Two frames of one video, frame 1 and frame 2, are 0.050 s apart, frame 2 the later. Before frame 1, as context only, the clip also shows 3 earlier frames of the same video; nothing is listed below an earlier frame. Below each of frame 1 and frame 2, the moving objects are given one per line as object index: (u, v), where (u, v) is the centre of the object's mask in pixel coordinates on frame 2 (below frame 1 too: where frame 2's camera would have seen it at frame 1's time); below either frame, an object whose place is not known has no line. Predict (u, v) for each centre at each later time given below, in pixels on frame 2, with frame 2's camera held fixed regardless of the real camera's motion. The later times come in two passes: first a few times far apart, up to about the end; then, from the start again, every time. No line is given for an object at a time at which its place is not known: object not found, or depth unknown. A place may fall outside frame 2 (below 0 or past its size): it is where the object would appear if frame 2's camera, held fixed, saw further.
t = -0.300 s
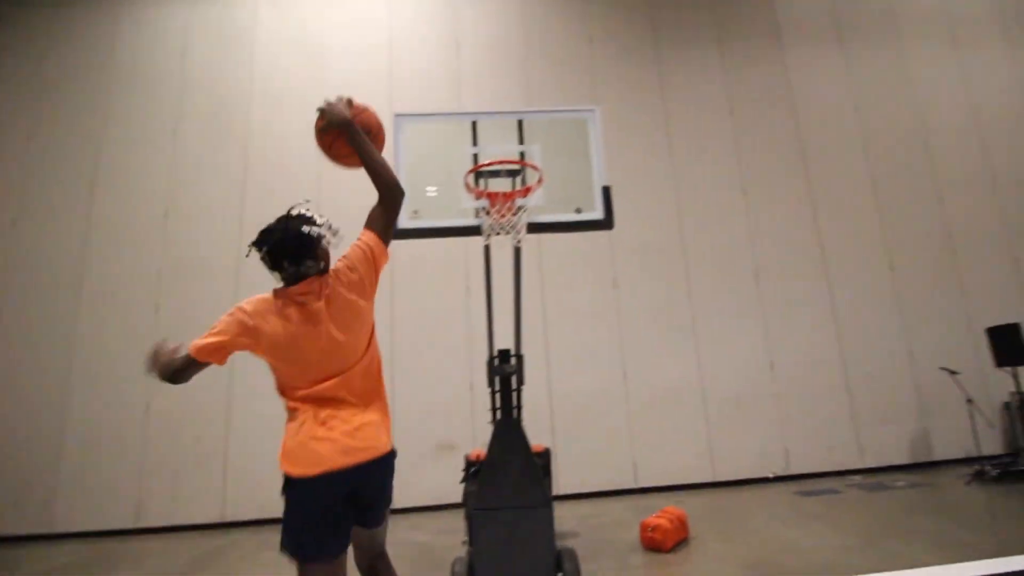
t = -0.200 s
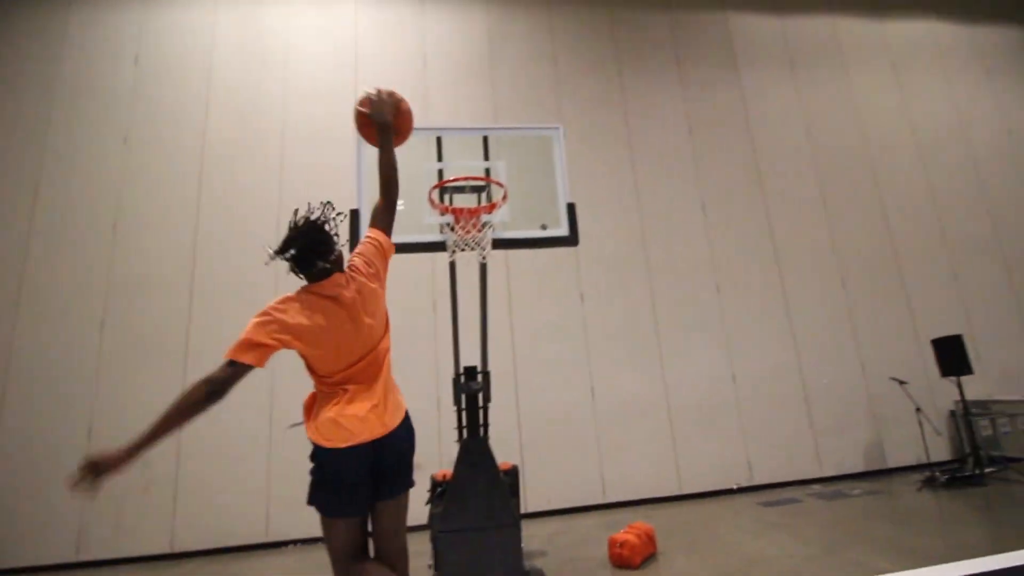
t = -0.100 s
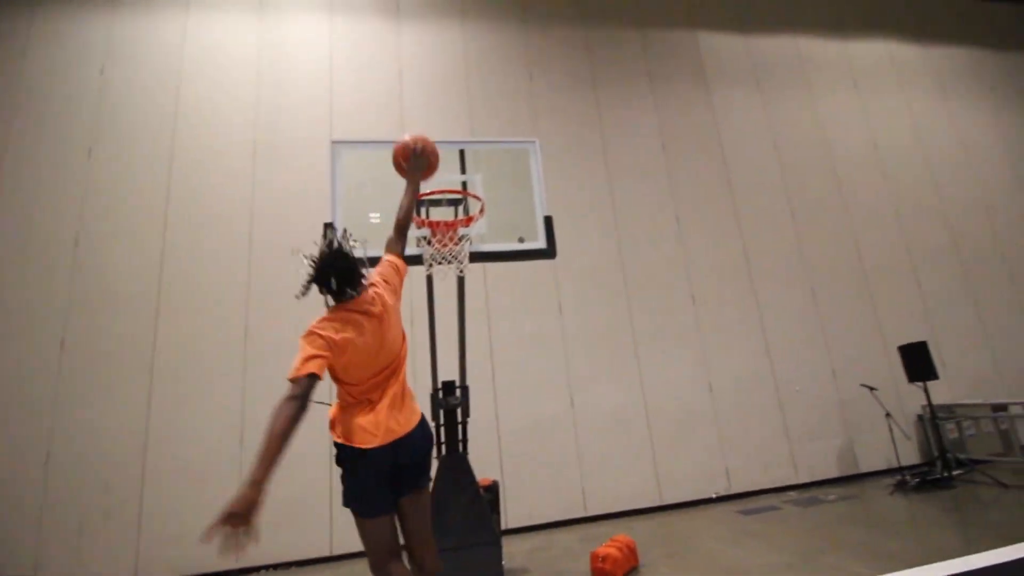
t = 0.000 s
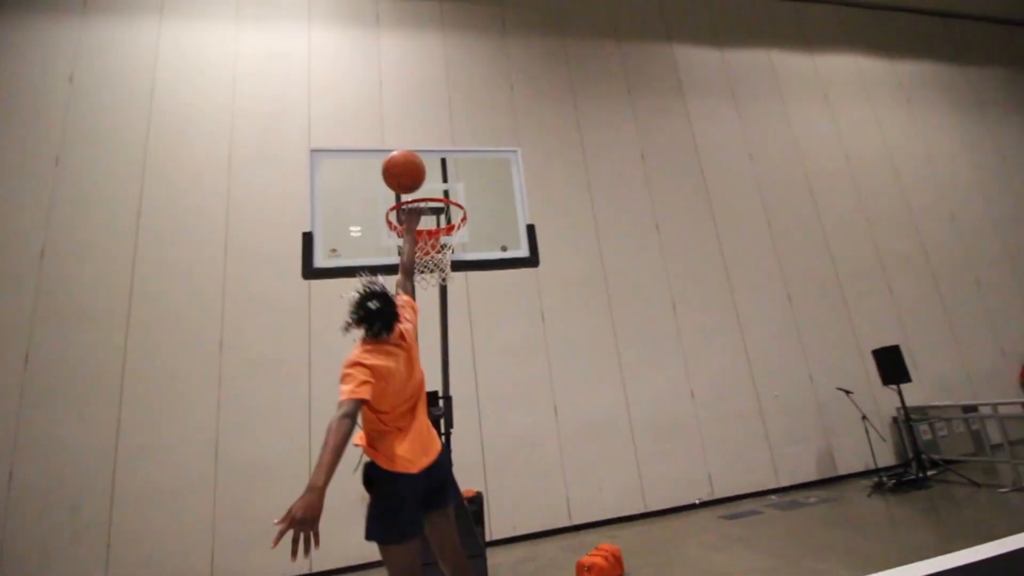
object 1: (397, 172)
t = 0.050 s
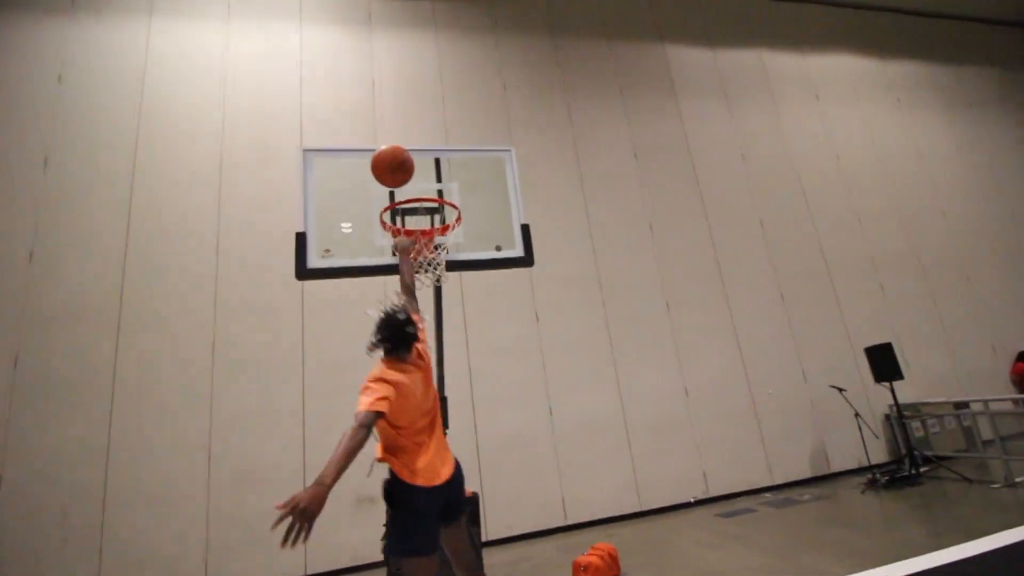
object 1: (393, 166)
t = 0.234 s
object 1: (378, 176)
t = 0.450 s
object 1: (342, 182)
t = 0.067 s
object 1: (391, 165)
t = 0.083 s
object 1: (389, 164)
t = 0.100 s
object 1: (388, 164)
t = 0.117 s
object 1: (387, 164)
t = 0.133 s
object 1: (385, 164)
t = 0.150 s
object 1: (384, 165)
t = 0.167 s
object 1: (383, 166)
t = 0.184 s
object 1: (381, 168)
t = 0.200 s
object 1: (380, 170)
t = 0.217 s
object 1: (379, 173)
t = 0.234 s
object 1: (378, 176)
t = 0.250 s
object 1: (376, 179)
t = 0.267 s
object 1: (375, 183)
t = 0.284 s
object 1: (374, 187)
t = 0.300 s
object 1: (372, 191)
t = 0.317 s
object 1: (370, 195)
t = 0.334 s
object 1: (368, 193)
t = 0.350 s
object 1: (365, 190)
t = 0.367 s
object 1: (361, 188)
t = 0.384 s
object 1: (358, 186)
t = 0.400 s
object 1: (354, 185)
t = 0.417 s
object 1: (350, 183)
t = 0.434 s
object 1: (346, 182)
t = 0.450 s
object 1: (342, 182)
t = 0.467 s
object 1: (337, 181)
